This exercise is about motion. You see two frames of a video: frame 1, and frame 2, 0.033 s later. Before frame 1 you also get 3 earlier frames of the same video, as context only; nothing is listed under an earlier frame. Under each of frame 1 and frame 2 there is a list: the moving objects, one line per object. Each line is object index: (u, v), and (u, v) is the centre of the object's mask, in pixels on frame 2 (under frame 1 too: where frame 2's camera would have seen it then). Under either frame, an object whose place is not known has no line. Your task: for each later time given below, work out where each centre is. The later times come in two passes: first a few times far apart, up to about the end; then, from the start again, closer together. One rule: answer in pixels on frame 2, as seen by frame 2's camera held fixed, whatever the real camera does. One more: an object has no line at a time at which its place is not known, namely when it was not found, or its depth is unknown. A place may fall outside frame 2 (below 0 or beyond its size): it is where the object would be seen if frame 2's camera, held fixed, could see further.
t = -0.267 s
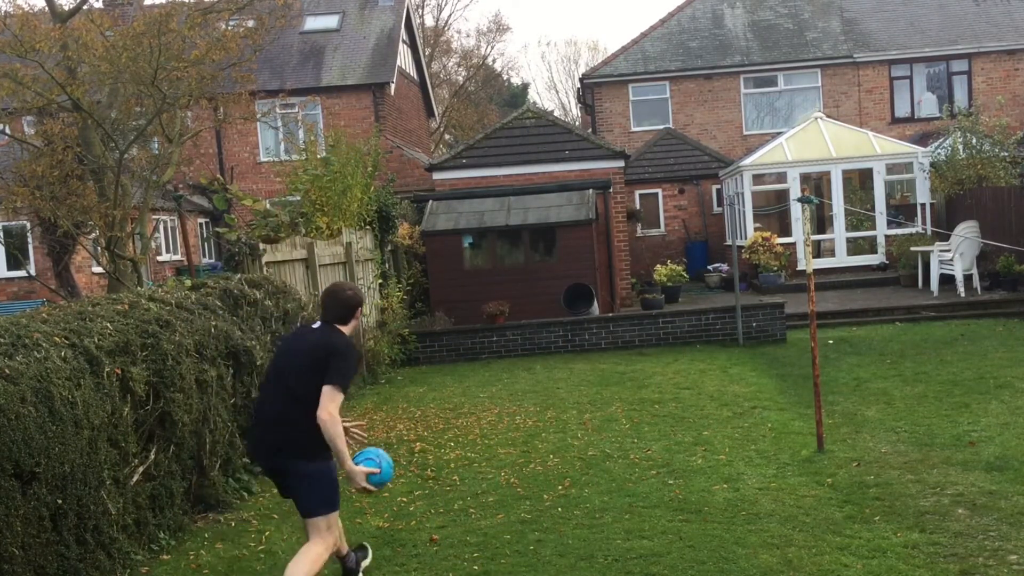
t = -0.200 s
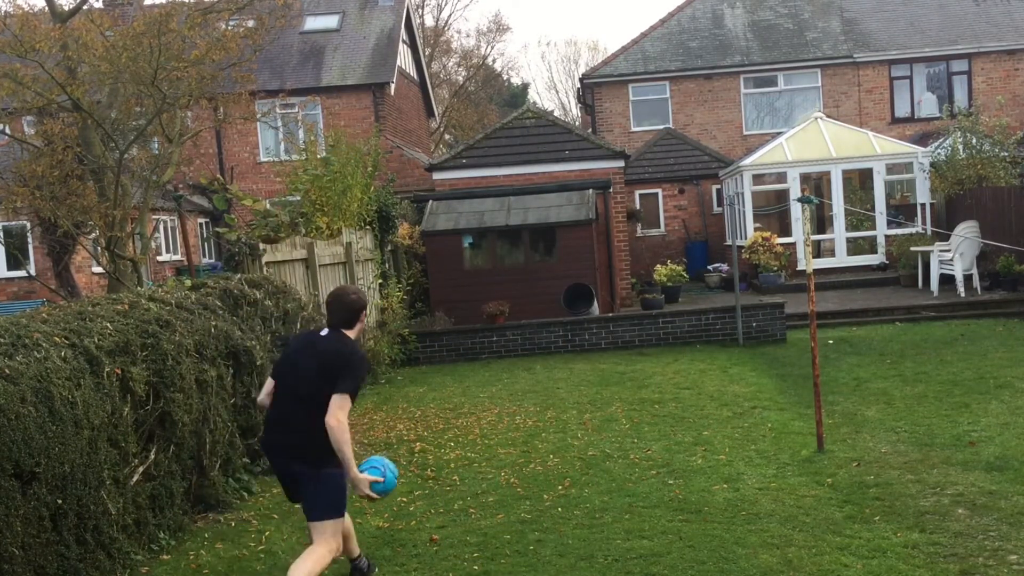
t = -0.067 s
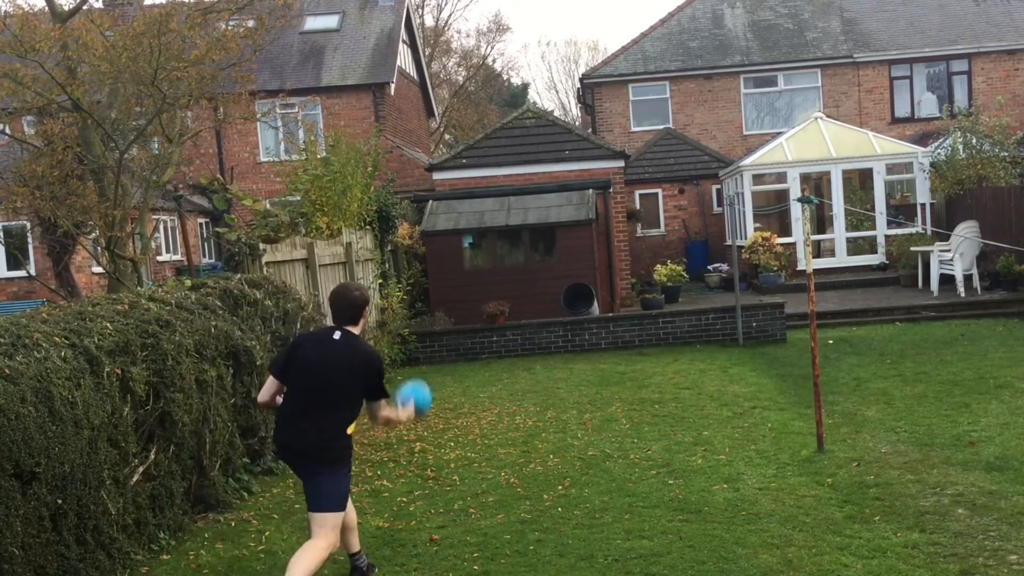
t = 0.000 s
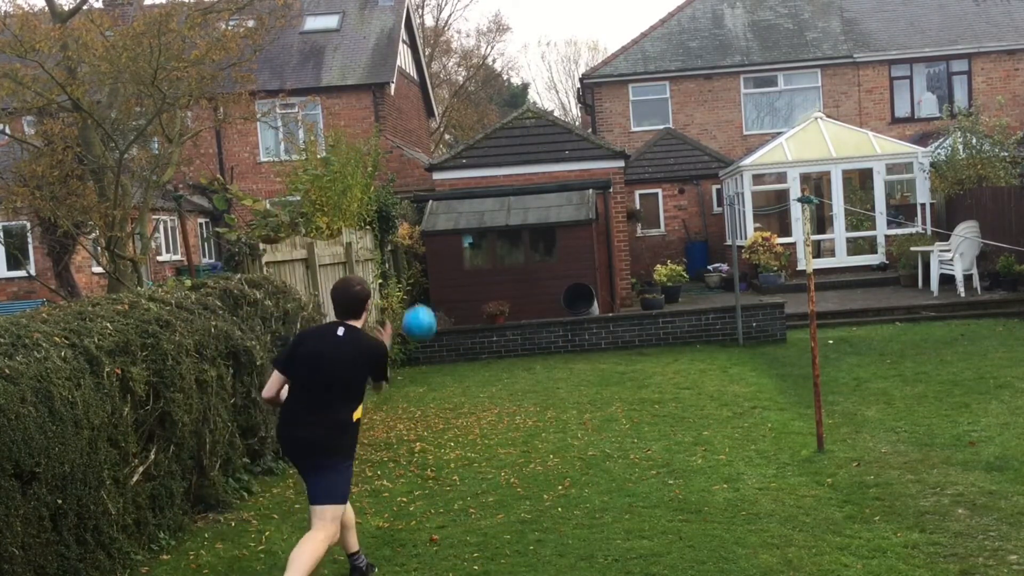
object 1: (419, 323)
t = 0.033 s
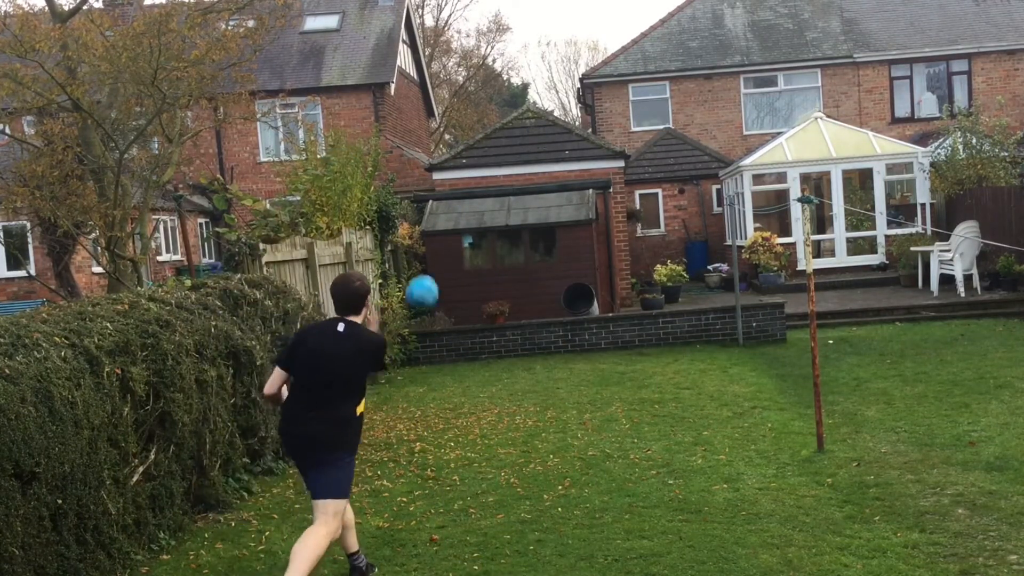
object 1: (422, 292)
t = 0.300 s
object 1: (442, 163)
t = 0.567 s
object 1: (463, 160)
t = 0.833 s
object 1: (484, 222)
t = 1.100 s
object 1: (501, 305)
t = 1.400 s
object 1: (521, 286)
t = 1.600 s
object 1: (536, 308)
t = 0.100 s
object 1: (427, 243)
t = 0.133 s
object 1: (429, 224)
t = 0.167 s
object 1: (432, 206)
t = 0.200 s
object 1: (434, 192)
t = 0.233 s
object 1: (437, 180)
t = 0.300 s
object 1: (442, 163)
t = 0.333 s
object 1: (445, 157)
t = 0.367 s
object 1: (448, 154)
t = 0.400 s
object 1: (450, 153)
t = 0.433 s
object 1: (453, 151)
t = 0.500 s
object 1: (458, 153)
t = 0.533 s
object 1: (461, 155)
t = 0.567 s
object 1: (463, 160)
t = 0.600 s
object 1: (466, 166)
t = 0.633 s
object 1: (468, 171)
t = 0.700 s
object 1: (474, 185)
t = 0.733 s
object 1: (476, 194)
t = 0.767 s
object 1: (478, 203)
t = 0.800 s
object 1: (481, 213)
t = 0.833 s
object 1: (484, 222)
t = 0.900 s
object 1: (488, 244)
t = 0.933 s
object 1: (490, 256)
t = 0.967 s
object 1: (493, 269)
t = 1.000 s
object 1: (495, 282)
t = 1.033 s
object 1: (497, 295)
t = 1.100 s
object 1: (501, 305)
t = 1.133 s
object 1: (504, 299)
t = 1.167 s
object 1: (506, 295)
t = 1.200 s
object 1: (508, 291)
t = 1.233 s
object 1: (510, 288)
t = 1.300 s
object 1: (514, 285)
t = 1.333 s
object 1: (516, 285)
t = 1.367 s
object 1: (518, 285)
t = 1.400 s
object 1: (521, 286)
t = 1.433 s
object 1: (524, 288)
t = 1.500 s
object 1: (528, 294)
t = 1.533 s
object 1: (531, 298)
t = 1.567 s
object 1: (533, 303)
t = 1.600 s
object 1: (536, 308)
